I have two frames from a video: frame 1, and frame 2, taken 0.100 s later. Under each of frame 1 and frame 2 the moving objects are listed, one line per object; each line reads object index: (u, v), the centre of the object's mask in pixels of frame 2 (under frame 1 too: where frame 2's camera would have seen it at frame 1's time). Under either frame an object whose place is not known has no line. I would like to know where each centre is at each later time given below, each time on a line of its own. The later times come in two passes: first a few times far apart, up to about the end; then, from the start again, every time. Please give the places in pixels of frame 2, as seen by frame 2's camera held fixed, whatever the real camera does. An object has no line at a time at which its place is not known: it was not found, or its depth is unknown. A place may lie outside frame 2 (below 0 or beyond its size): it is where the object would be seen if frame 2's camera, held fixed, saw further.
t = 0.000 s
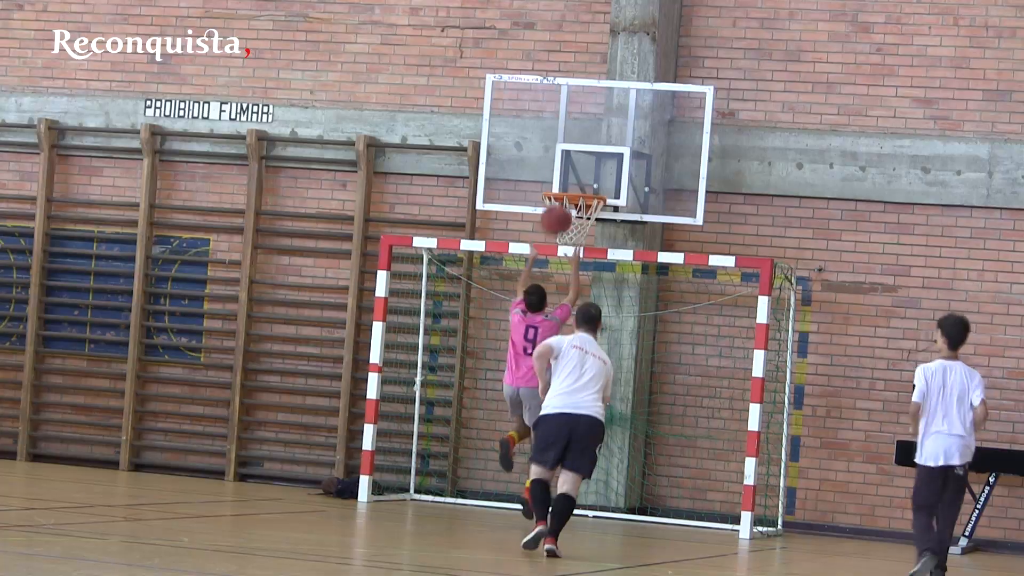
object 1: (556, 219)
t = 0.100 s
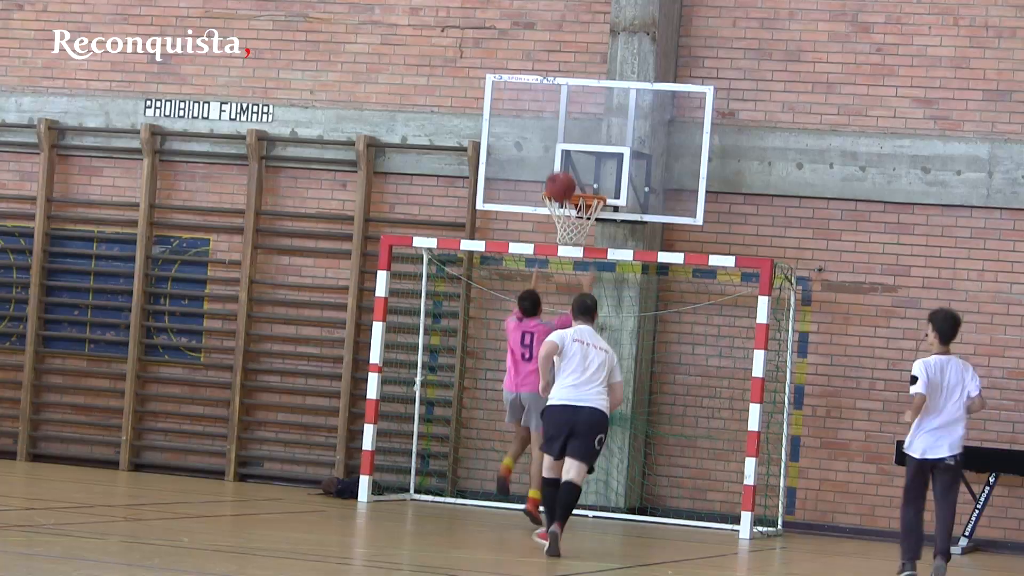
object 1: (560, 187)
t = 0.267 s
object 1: (564, 161)
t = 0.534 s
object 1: (564, 178)
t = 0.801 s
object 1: (548, 177)
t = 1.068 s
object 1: (534, 180)
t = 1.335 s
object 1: (509, 237)
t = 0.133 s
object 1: (561, 178)
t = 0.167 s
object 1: (562, 171)
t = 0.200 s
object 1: (563, 167)
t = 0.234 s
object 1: (564, 163)
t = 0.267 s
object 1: (564, 161)
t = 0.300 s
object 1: (565, 161)
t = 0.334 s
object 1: (565, 162)
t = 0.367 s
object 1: (566, 164)
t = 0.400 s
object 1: (566, 168)
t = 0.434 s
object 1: (566, 173)
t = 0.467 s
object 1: (566, 179)
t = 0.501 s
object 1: (566, 180)
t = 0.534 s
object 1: (564, 178)
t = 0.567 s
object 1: (561, 177)
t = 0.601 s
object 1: (559, 177)
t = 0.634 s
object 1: (556, 178)
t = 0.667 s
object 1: (553, 178)
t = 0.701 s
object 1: (552, 177)
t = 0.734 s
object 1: (550, 177)
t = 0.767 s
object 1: (549, 178)
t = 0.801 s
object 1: (548, 177)
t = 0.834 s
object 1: (546, 177)
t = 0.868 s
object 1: (545, 178)
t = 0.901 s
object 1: (544, 177)
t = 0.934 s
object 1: (542, 177)
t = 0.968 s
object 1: (540, 178)
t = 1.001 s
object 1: (538, 178)
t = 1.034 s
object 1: (536, 179)
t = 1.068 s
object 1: (534, 180)
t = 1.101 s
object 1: (531, 182)
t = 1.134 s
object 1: (528, 186)
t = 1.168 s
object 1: (525, 191)
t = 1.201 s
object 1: (523, 196)
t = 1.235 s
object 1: (519, 205)
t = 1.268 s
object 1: (516, 213)
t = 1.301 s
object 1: (513, 224)
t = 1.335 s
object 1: (509, 237)
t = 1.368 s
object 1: (507, 248)
